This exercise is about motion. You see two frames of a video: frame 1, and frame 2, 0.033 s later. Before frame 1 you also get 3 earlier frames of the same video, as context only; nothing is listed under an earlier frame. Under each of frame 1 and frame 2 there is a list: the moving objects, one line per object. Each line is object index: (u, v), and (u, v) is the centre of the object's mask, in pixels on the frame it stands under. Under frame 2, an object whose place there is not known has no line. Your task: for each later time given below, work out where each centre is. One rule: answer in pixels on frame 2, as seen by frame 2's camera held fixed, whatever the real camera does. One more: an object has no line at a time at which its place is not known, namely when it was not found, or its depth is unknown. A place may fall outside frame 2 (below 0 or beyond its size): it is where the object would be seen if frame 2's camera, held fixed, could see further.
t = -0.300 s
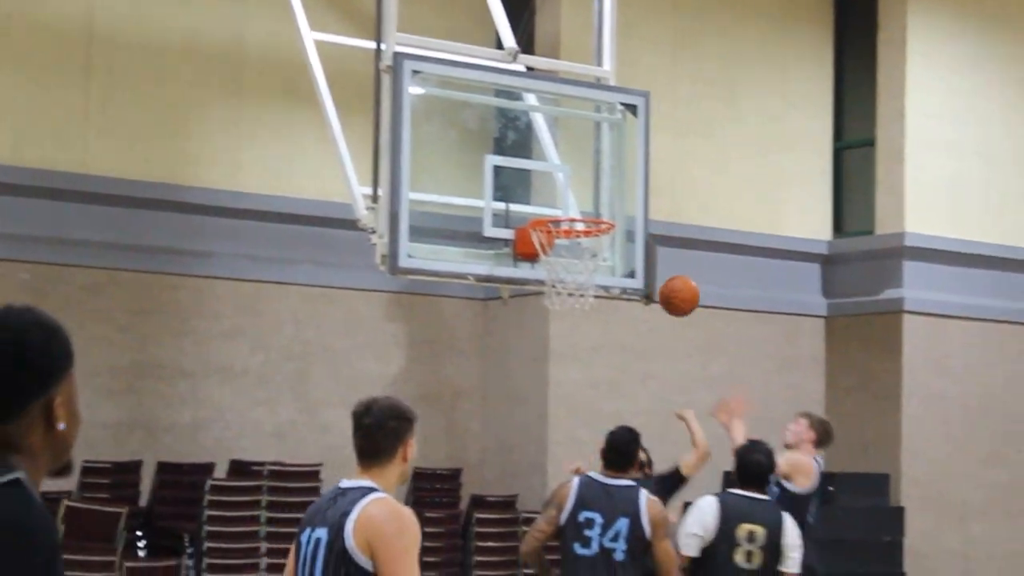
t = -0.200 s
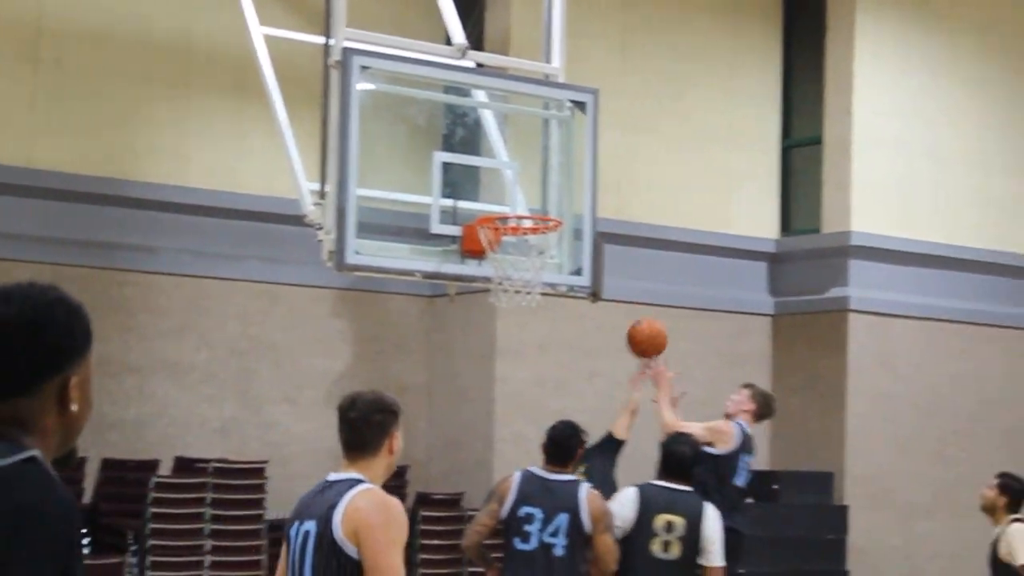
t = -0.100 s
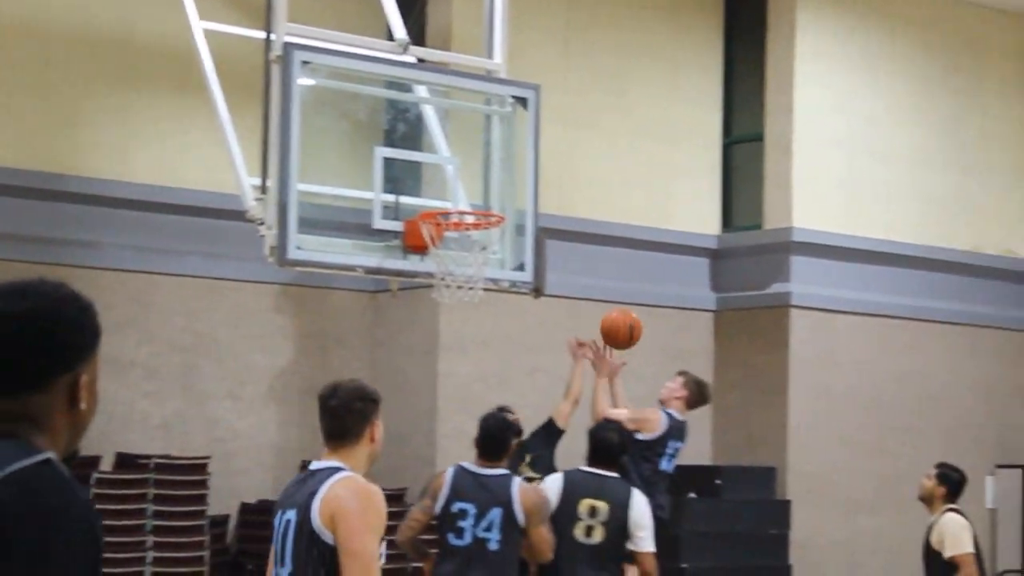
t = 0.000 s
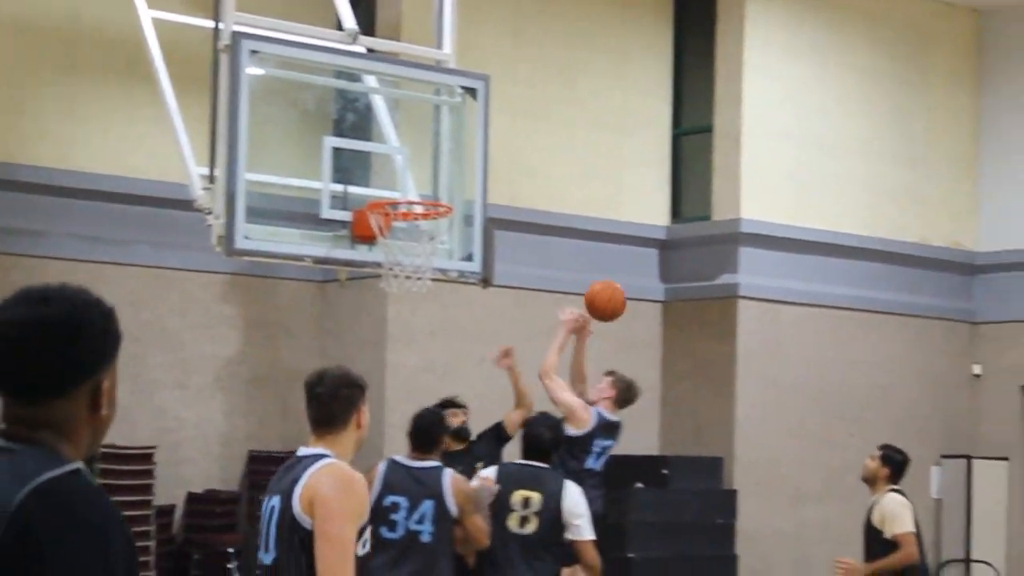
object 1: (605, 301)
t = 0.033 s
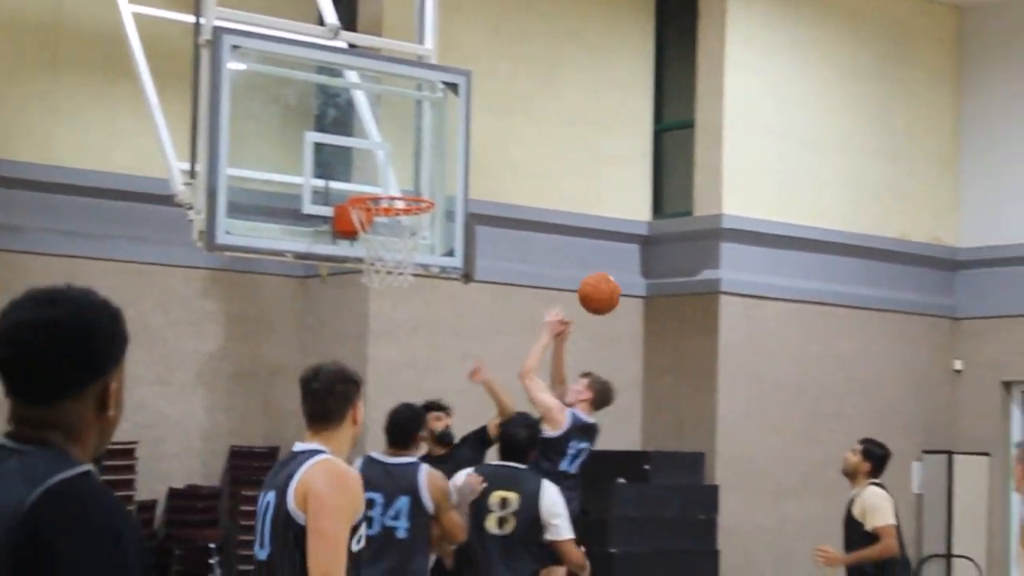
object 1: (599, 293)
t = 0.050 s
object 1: (605, 293)
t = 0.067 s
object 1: (612, 294)
